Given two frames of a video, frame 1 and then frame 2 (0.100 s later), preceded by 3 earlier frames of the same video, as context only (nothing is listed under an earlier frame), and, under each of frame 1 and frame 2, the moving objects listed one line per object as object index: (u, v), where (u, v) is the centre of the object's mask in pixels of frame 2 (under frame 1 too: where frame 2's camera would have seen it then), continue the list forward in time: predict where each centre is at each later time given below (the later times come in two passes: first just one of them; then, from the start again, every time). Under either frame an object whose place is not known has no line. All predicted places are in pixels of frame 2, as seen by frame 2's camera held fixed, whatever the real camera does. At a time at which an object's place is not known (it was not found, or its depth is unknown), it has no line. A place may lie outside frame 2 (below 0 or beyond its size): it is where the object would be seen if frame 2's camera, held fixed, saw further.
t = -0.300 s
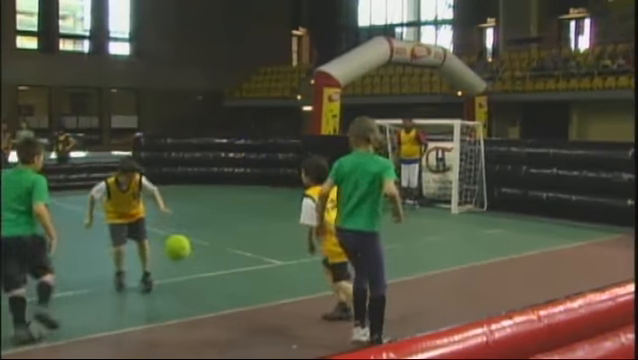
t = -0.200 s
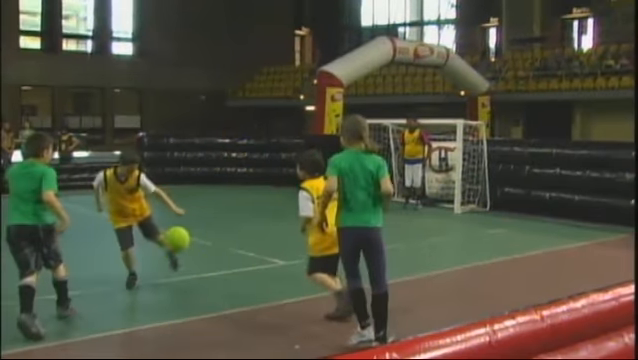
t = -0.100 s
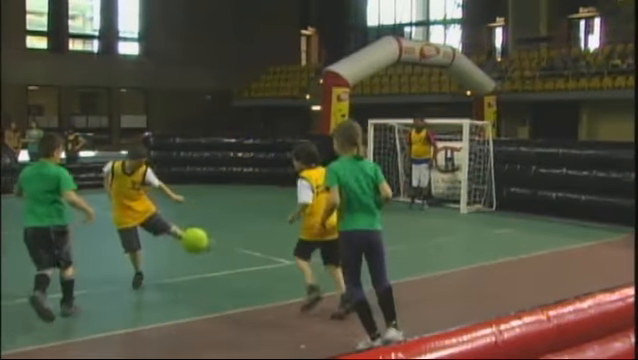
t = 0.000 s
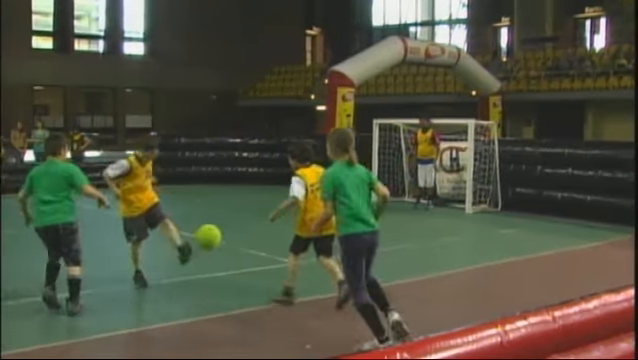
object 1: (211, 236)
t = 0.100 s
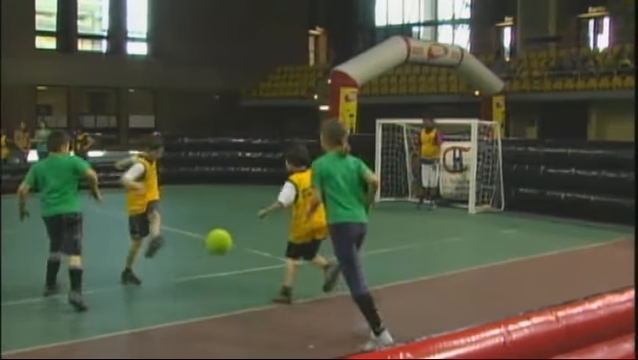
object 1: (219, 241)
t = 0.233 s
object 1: (229, 267)
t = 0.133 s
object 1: (221, 246)
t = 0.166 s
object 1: (224, 252)
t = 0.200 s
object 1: (226, 258)
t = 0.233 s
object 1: (229, 267)
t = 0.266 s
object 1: (231, 272)
